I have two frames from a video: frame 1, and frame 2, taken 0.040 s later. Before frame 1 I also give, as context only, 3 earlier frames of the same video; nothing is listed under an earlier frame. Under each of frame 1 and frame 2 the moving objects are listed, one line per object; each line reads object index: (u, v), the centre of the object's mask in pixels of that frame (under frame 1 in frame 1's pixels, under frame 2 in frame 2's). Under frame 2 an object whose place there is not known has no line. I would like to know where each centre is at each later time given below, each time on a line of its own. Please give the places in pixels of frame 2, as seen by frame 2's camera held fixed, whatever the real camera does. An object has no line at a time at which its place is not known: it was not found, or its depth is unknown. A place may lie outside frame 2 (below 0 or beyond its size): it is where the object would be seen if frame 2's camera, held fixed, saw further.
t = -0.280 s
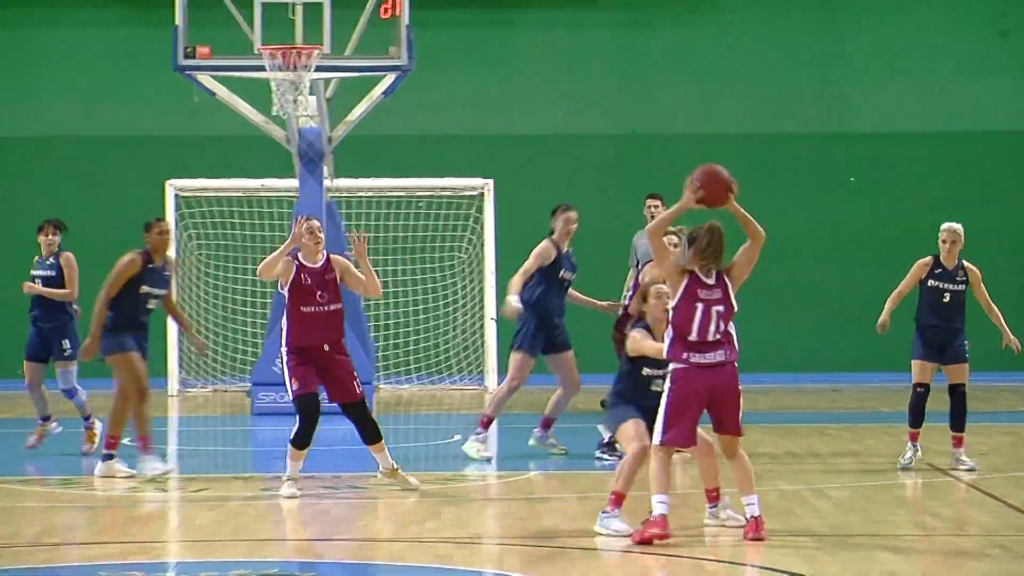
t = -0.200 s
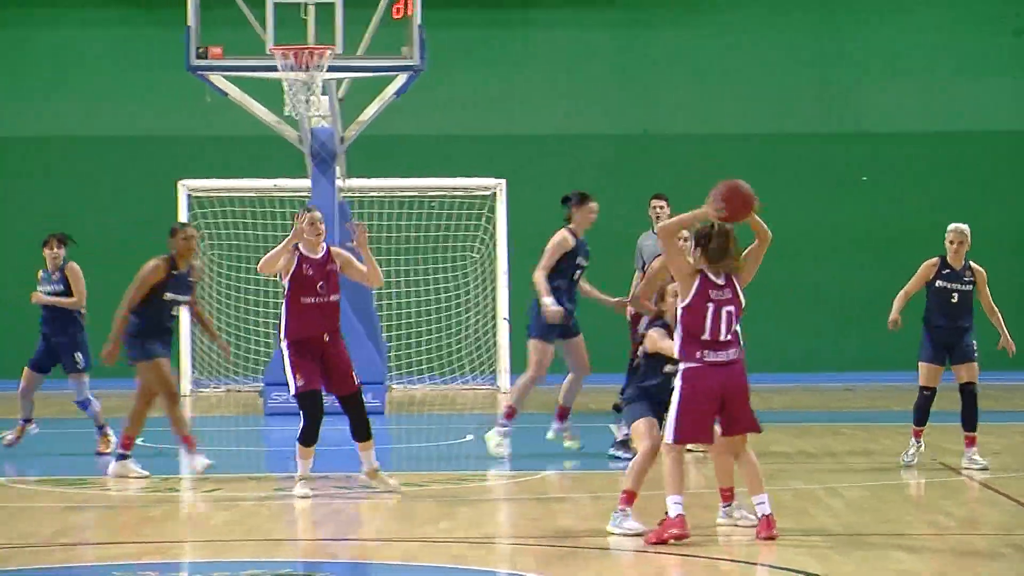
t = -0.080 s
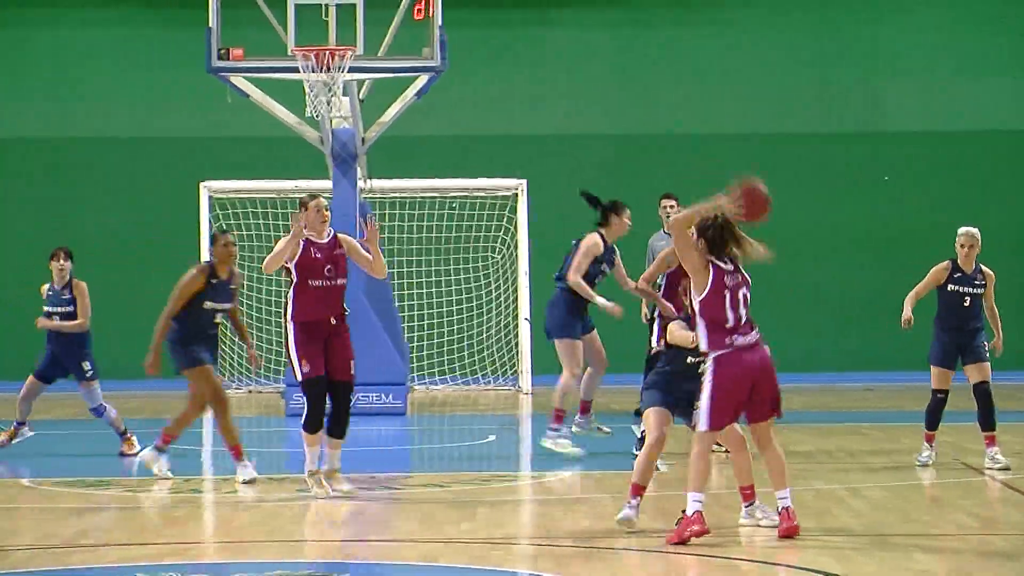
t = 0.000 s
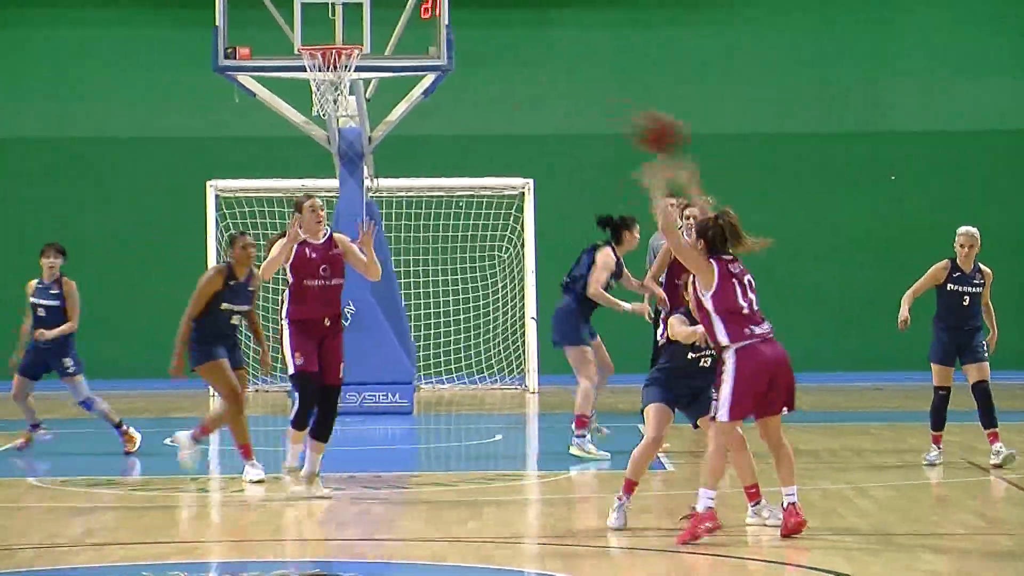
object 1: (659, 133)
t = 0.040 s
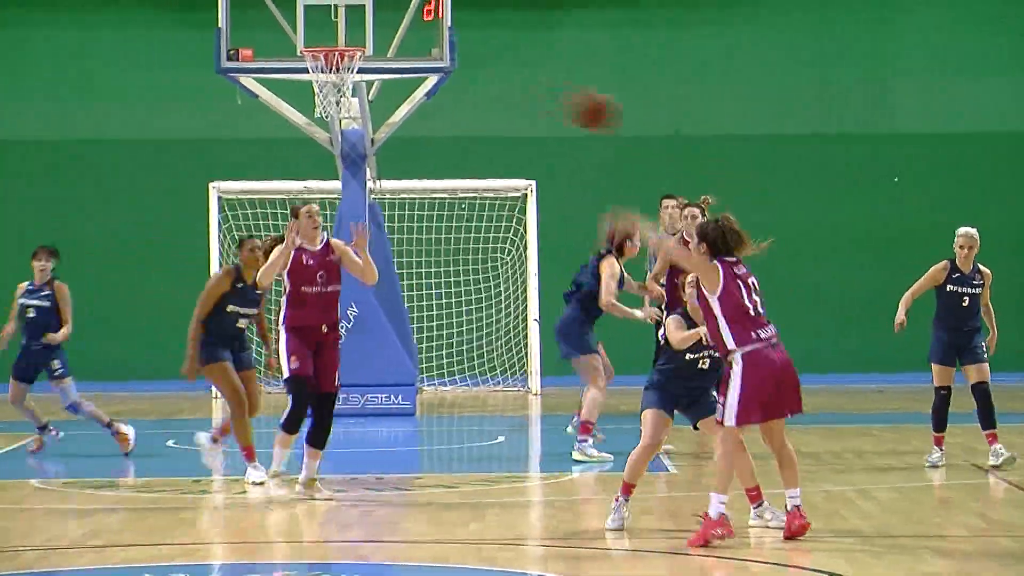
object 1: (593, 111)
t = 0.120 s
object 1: (465, 77)
